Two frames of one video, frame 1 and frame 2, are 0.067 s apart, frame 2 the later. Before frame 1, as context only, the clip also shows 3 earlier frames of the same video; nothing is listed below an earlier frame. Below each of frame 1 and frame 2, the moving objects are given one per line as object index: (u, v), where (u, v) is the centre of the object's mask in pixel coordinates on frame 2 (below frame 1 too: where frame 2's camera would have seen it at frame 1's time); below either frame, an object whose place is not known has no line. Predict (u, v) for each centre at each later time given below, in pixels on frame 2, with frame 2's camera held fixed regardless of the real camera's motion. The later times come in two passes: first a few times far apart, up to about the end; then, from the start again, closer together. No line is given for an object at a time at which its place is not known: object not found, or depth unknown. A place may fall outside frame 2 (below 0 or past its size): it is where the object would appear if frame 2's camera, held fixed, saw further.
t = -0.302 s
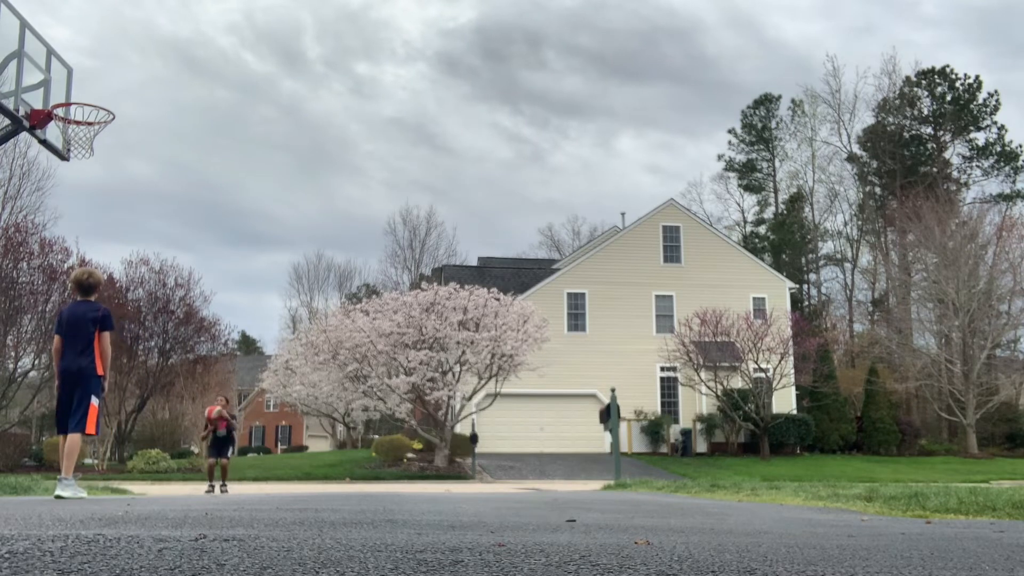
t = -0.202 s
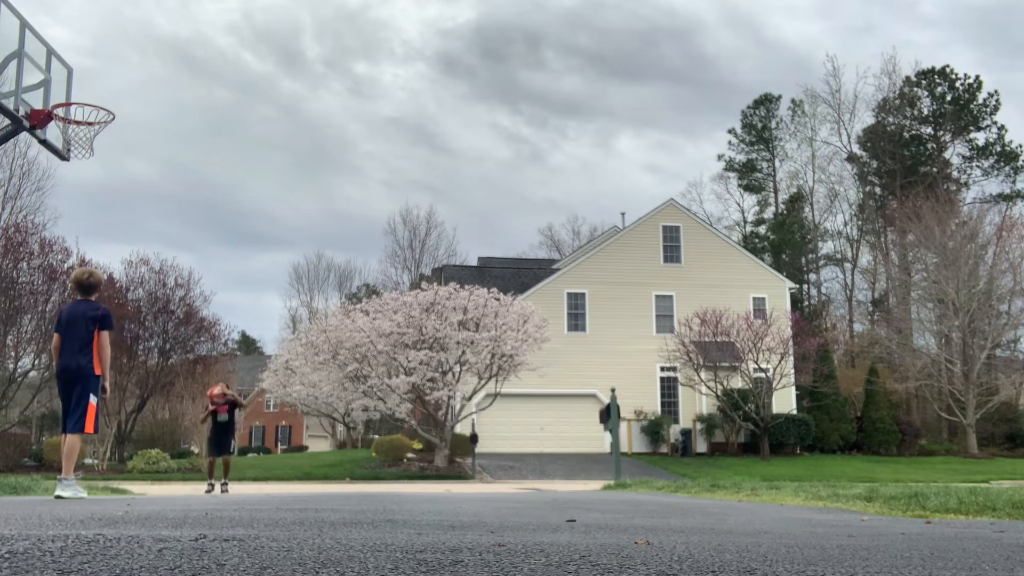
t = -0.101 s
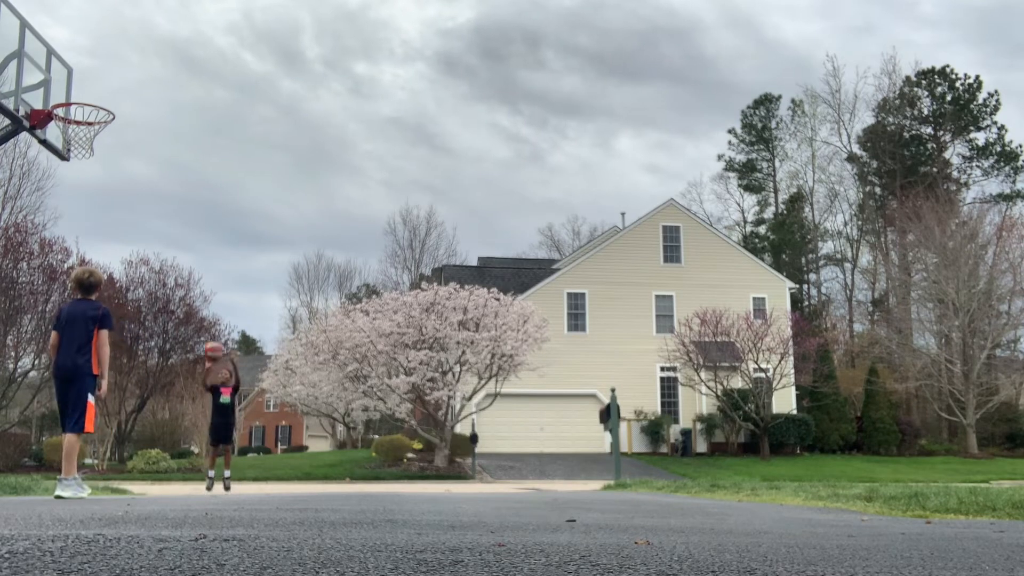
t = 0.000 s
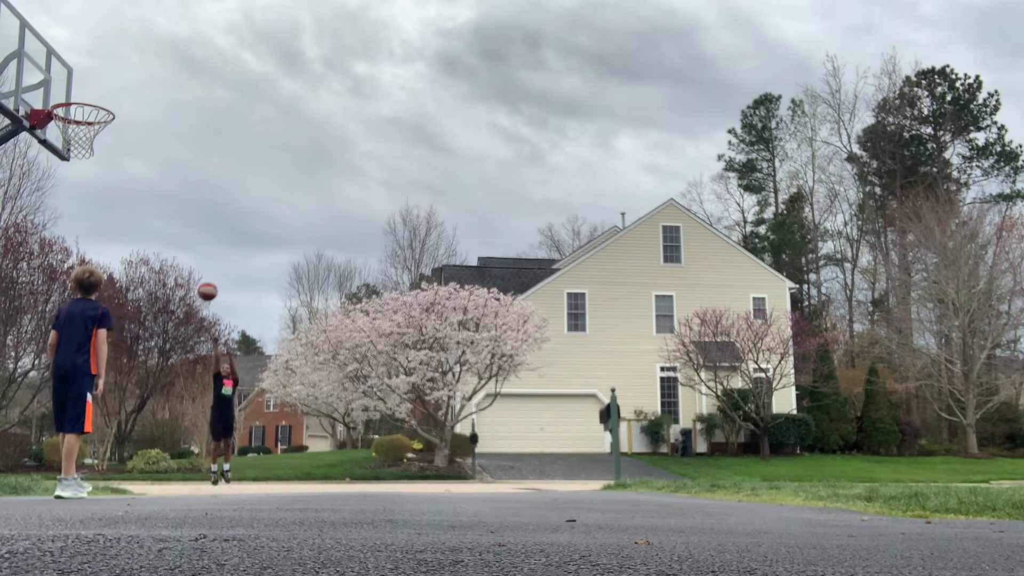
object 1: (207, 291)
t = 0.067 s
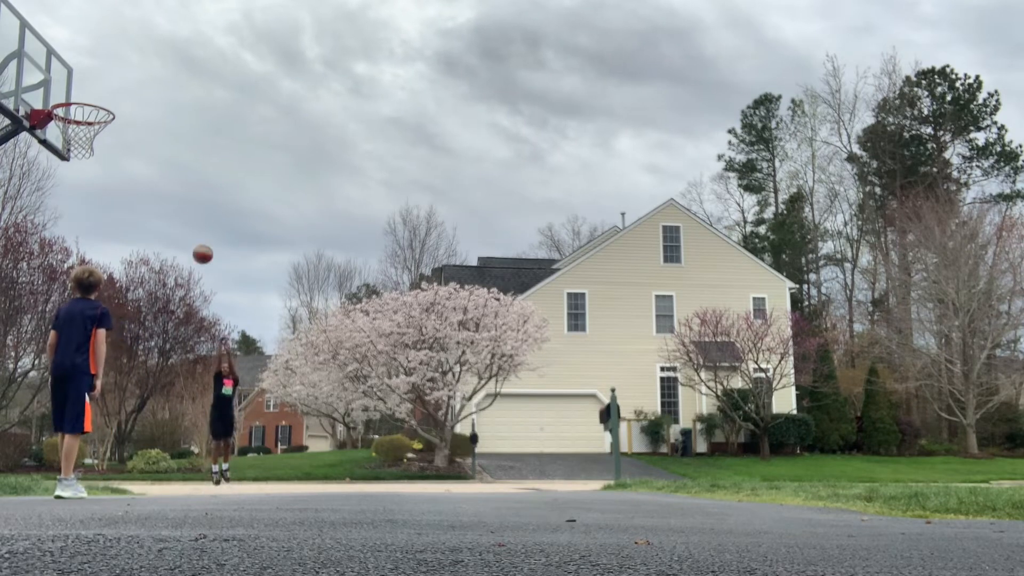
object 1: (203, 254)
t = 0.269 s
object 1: (186, 159)
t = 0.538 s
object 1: (159, 71)
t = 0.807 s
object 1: (125, 35)
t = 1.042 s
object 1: (86, 59)
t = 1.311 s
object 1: (116, 53)
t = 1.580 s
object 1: (224, 23)
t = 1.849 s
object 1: (331, 76)
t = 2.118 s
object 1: (440, 217)
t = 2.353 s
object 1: (540, 423)
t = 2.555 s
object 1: (618, 366)
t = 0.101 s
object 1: (200, 236)
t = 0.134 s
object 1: (198, 220)
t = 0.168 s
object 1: (195, 204)
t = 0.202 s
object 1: (192, 188)
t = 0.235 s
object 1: (189, 173)
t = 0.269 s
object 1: (186, 159)
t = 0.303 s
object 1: (183, 145)
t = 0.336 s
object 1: (180, 132)
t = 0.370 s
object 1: (176, 120)
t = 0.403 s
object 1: (173, 109)
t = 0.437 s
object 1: (170, 98)
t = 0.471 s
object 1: (166, 88)
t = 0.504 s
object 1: (163, 79)
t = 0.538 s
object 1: (159, 71)
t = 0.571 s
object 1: (155, 63)
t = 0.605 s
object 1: (151, 57)
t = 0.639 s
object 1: (148, 51)
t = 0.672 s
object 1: (143, 46)
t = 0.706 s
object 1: (139, 42)
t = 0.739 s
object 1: (134, 39)
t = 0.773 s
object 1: (130, 37)
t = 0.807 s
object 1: (125, 35)
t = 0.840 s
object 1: (120, 35)
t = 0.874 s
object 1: (115, 36)
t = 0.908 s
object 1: (109, 38)
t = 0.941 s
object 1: (104, 42)
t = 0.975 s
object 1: (98, 46)
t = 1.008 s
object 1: (92, 52)
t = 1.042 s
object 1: (86, 59)
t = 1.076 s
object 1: (79, 68)
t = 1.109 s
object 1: (72, 78)
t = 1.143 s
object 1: (65, 89)
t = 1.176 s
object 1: (60, 99)
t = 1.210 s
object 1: (74, 86)
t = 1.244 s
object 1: (88, 74)
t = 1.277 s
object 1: (102, 63)
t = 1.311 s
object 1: (116, 53)
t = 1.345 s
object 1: (129, 45)
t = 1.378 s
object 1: (143, 38)
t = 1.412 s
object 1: (157, 33)
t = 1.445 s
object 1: (170, 28)
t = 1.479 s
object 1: (184, 25)
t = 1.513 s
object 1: (197, 23)
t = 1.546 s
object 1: (211, 23)
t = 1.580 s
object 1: (224, 23)
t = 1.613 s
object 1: (237, 26)
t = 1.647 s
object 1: (251, 29)
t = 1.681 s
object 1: (264, 33)
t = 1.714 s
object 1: (277, 39)
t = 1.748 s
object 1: (291, 47)
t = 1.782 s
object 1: (304, 55)
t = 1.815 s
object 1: (318, 65)
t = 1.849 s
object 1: (331, 76)
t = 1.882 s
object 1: (345, 89)
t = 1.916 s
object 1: (358, 103)
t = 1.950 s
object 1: (372, 118)
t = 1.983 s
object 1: (385, 135)
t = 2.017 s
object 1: (399, 153)
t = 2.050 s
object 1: (413, 173)
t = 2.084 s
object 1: (426, 194)
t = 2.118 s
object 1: (440, 217)
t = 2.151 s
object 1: (454, 241)
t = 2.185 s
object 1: (469, 267)
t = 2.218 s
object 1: (483, 294)
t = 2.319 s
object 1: (525, 388)
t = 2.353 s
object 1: (540, 423)
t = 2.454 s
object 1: (581, 447)
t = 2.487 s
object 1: (594, 417)
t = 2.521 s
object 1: (606, 390)
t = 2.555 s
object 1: (618, 366)
